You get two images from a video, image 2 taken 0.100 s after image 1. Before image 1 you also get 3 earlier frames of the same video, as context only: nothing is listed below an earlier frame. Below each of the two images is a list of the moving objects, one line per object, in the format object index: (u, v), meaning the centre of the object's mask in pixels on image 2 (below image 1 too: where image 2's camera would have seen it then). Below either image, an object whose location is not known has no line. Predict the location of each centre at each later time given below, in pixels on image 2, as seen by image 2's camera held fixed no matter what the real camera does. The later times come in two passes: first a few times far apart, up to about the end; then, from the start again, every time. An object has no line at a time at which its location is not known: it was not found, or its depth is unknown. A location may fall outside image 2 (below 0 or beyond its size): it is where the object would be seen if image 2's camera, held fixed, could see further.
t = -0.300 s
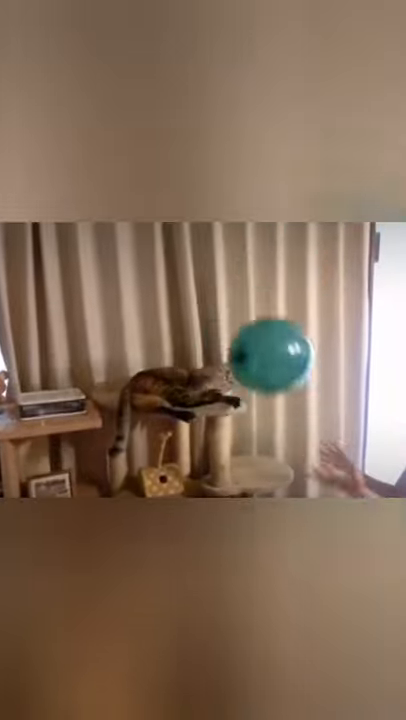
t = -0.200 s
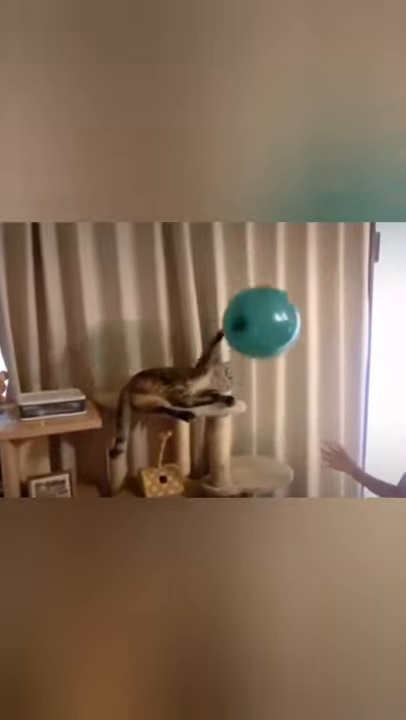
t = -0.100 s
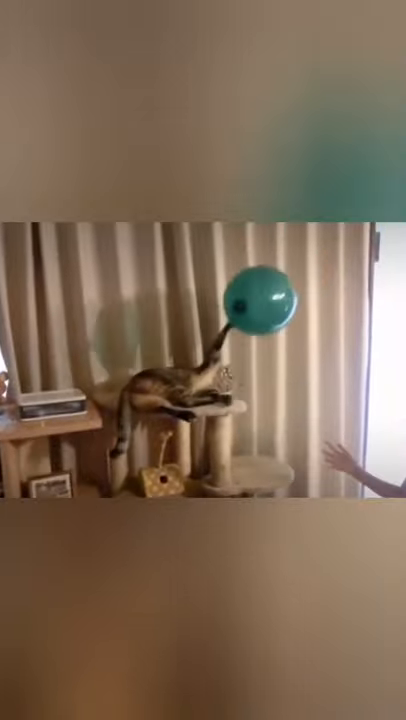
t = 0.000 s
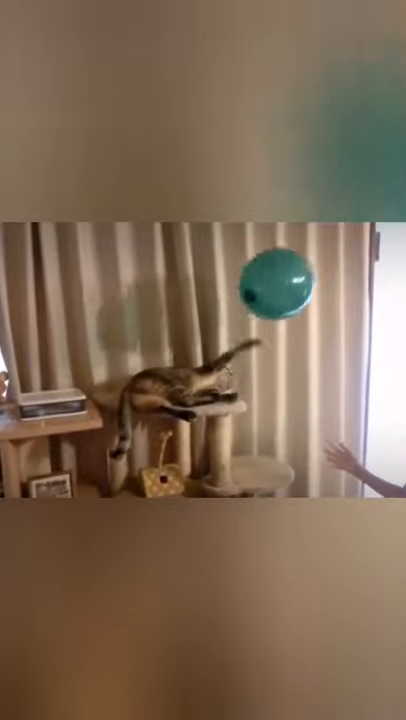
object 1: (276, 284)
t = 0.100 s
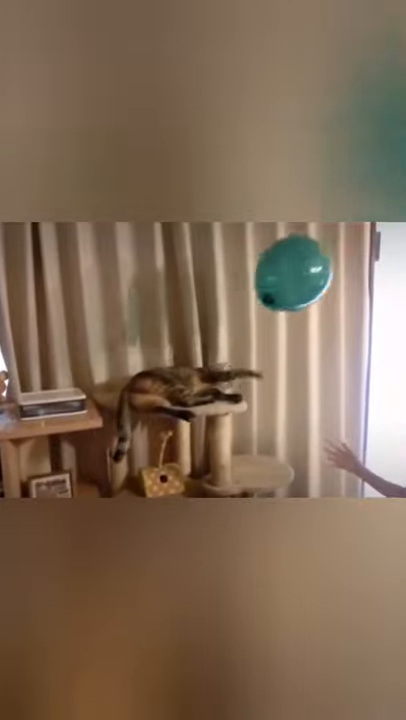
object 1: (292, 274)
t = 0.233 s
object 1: (312, 270)
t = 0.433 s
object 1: (337, 286)
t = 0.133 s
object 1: (297, 271)
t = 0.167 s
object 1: (303, 270)
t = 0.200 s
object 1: (308, 269)
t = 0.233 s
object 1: (312, 270)
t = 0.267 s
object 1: (316, 271)
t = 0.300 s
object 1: (321, 273)
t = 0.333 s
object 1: (325, 276)
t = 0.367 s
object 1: (329, 278)
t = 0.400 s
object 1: (334, 282)
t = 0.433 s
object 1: (337, 286)
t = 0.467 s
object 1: (342, 291)
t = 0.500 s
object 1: (346, 296)
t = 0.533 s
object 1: (354, 309)
